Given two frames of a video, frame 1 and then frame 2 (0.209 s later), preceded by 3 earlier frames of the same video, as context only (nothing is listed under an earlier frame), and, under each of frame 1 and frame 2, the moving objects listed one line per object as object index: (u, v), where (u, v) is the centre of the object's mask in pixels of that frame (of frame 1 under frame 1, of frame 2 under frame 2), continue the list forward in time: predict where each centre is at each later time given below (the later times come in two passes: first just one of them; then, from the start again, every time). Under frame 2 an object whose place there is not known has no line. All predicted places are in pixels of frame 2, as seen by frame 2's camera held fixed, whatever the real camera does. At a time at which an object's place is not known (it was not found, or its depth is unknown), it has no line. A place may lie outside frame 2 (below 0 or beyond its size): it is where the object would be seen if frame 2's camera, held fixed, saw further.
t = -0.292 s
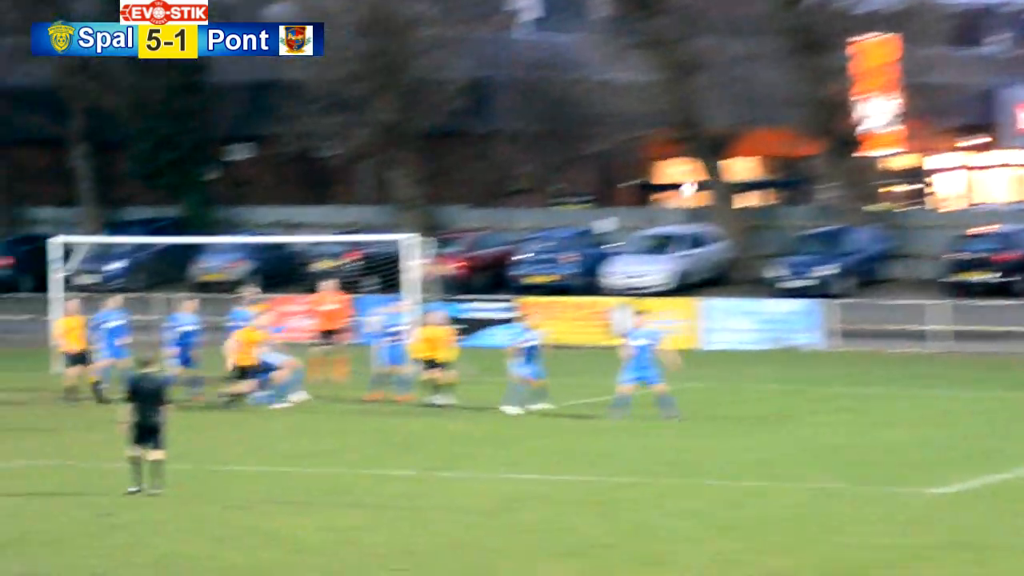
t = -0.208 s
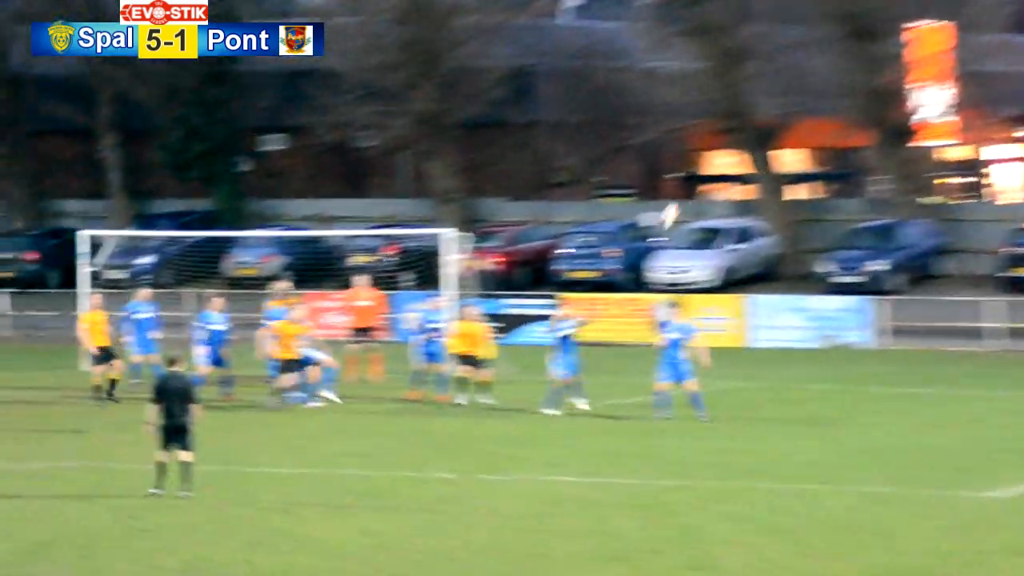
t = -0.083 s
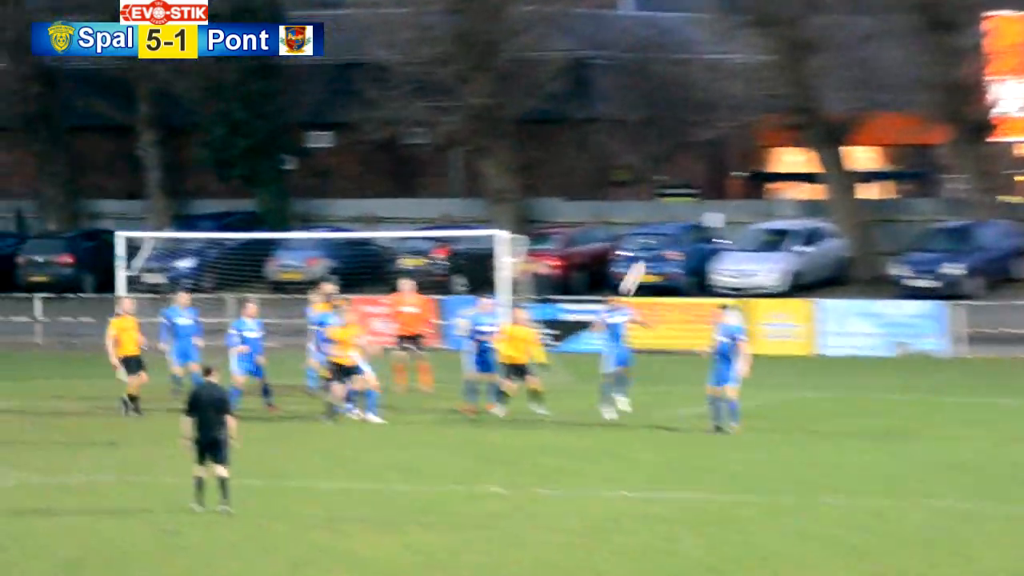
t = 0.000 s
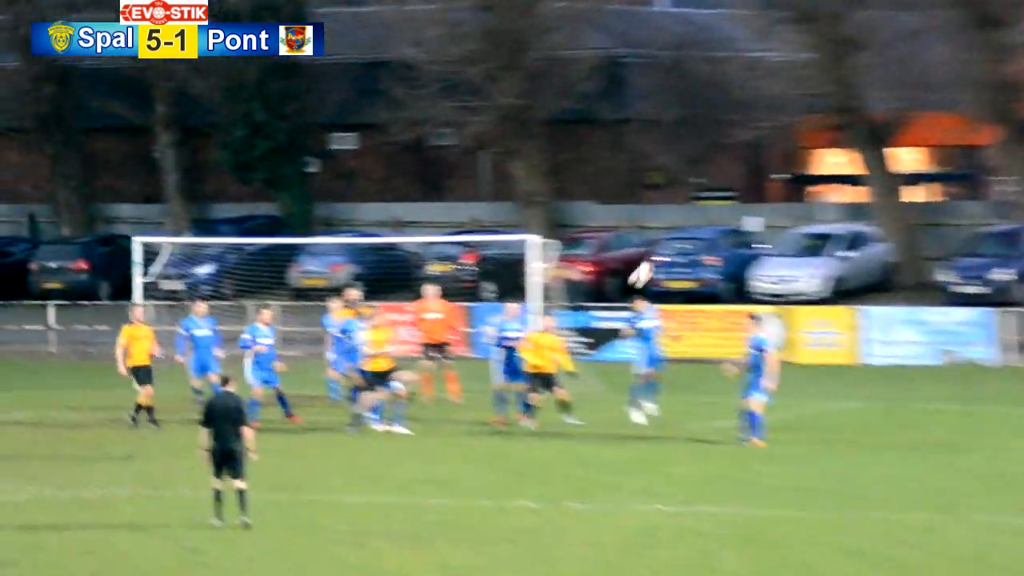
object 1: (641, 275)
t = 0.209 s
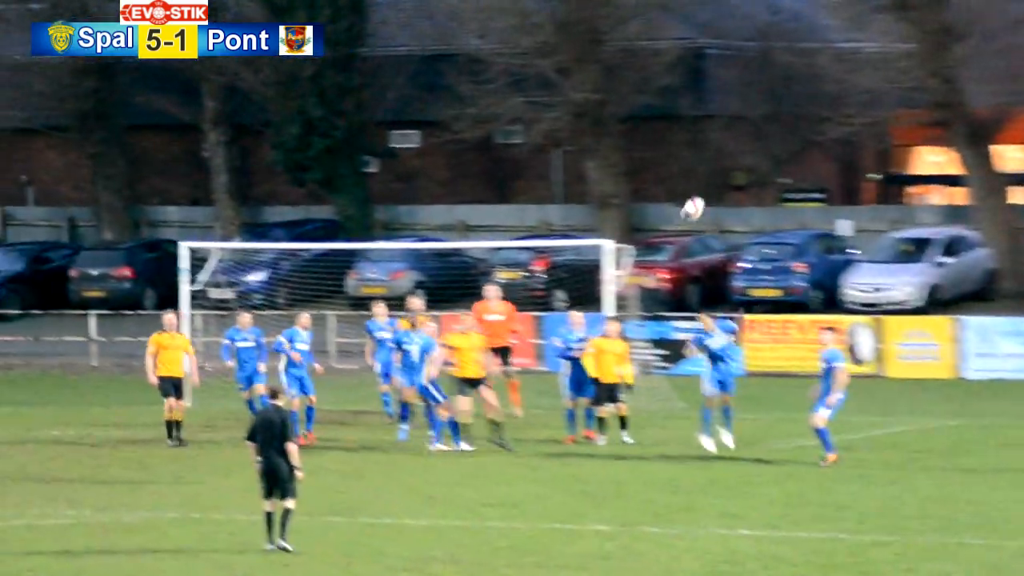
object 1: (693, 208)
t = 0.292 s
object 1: (677, 195)
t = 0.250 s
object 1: (684, 198)
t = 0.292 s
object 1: (677, 195)
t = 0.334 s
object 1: (669, 185)
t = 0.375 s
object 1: (661, 175)
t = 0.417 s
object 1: (649, 169)
